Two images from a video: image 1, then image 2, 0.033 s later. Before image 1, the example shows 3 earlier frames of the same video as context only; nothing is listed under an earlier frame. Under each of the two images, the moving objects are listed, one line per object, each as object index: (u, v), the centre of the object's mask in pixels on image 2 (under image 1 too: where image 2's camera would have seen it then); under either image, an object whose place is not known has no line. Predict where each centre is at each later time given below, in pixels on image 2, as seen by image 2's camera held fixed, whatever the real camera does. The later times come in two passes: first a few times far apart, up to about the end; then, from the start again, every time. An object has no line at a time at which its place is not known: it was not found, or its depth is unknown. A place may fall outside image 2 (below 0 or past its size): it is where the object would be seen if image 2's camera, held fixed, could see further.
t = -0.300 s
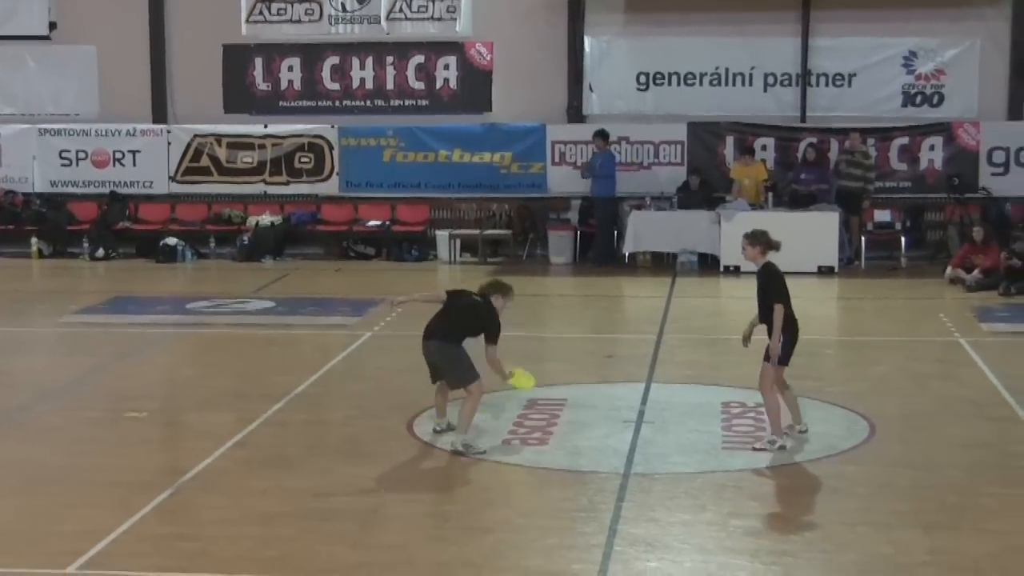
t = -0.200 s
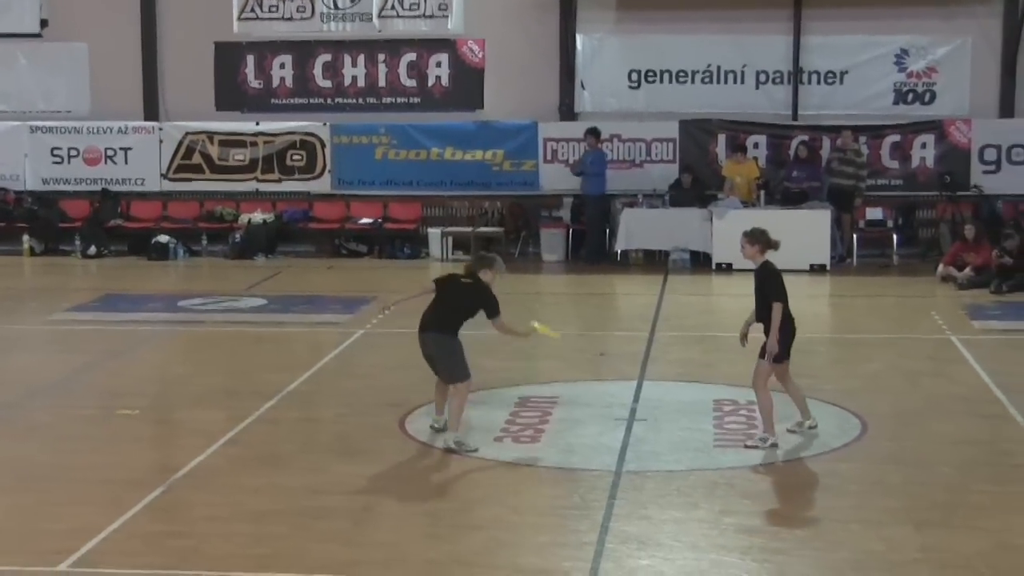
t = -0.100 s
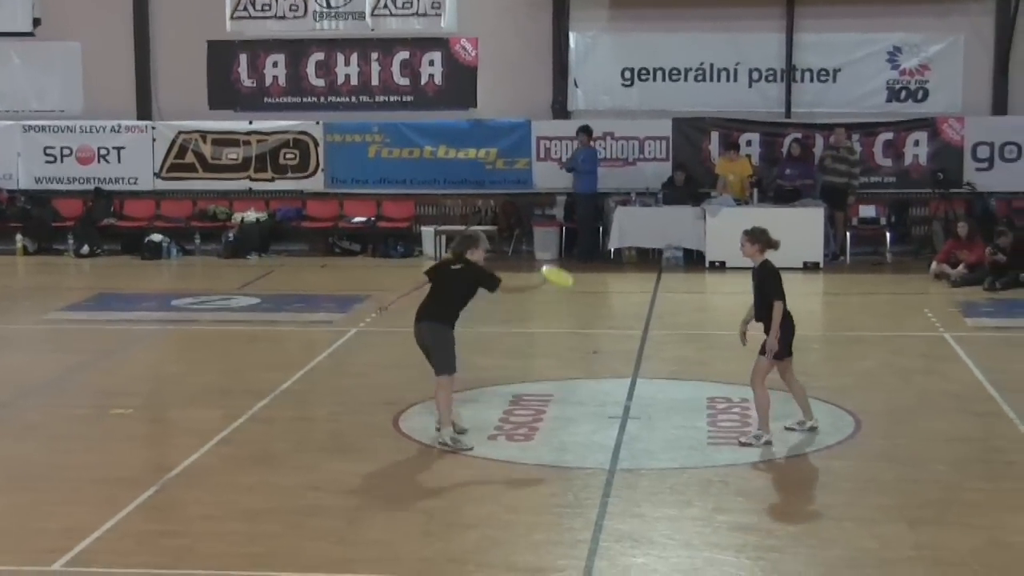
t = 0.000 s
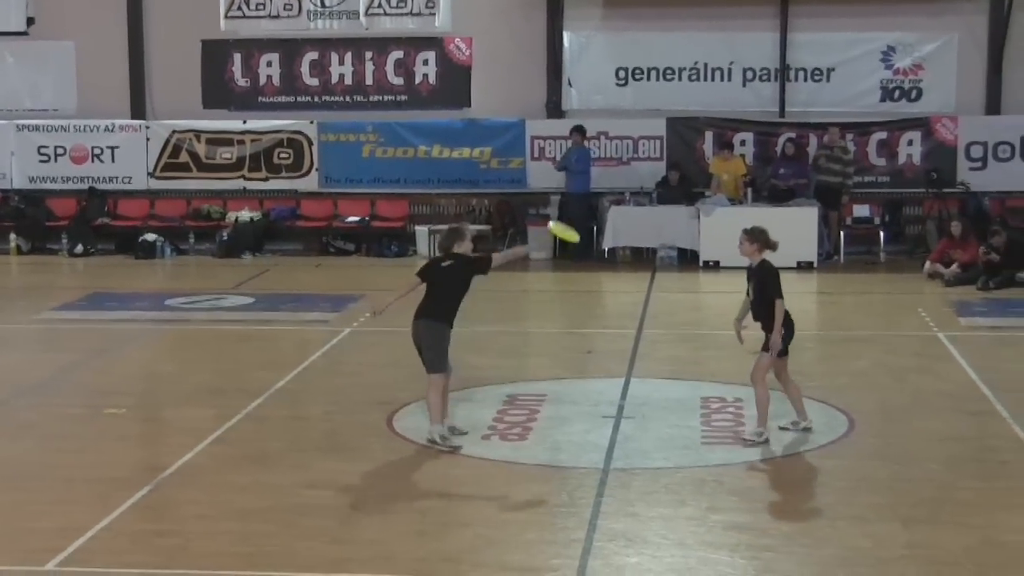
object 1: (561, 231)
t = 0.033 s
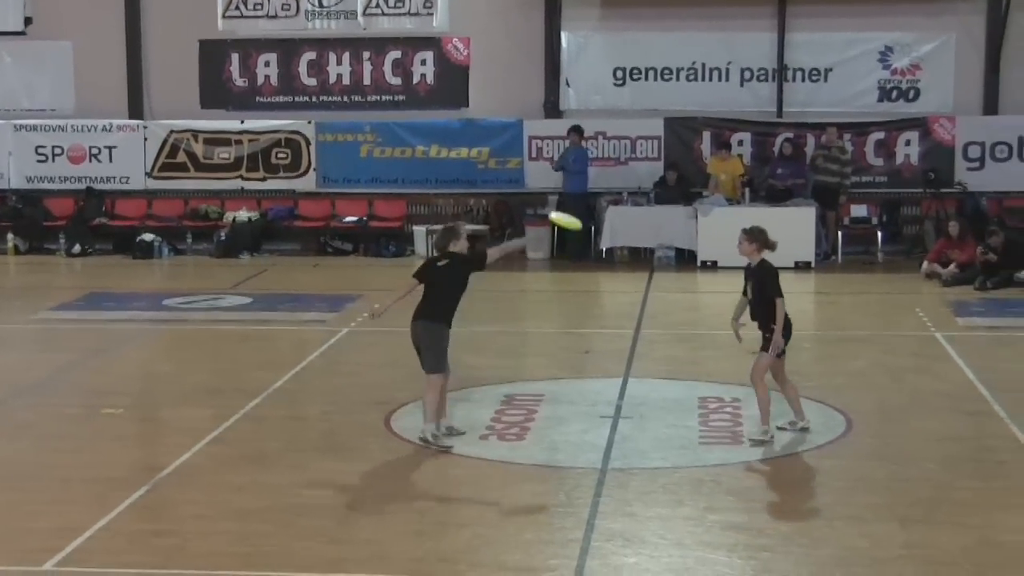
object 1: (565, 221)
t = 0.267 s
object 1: (591, 182)
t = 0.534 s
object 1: (623, 217)
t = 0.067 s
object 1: (570, 211)
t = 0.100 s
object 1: (572, 202)
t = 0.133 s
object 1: (575, 195)
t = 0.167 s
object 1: (579, 190)
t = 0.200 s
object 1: (583, 186)
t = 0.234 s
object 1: (587, 183)
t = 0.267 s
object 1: (591, 182)
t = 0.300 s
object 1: (594, 182)
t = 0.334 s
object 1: (597, 183)
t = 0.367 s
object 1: (601, 185)
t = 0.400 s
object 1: (606, 189)
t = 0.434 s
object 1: (610, 194)
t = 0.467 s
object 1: (614, 200)
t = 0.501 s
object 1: (619, 209)
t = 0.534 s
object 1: (623, 217)
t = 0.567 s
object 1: (628, 227)
